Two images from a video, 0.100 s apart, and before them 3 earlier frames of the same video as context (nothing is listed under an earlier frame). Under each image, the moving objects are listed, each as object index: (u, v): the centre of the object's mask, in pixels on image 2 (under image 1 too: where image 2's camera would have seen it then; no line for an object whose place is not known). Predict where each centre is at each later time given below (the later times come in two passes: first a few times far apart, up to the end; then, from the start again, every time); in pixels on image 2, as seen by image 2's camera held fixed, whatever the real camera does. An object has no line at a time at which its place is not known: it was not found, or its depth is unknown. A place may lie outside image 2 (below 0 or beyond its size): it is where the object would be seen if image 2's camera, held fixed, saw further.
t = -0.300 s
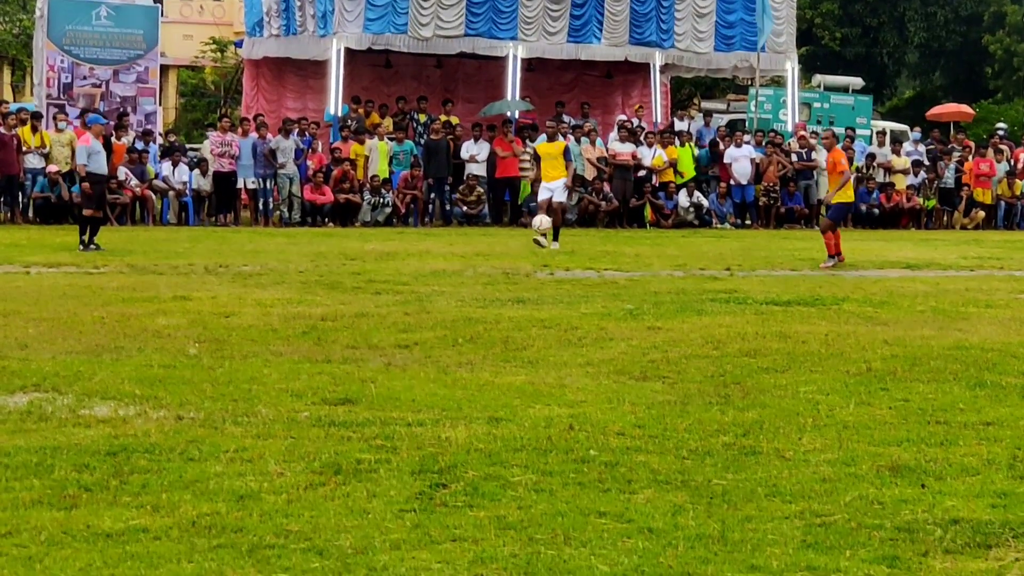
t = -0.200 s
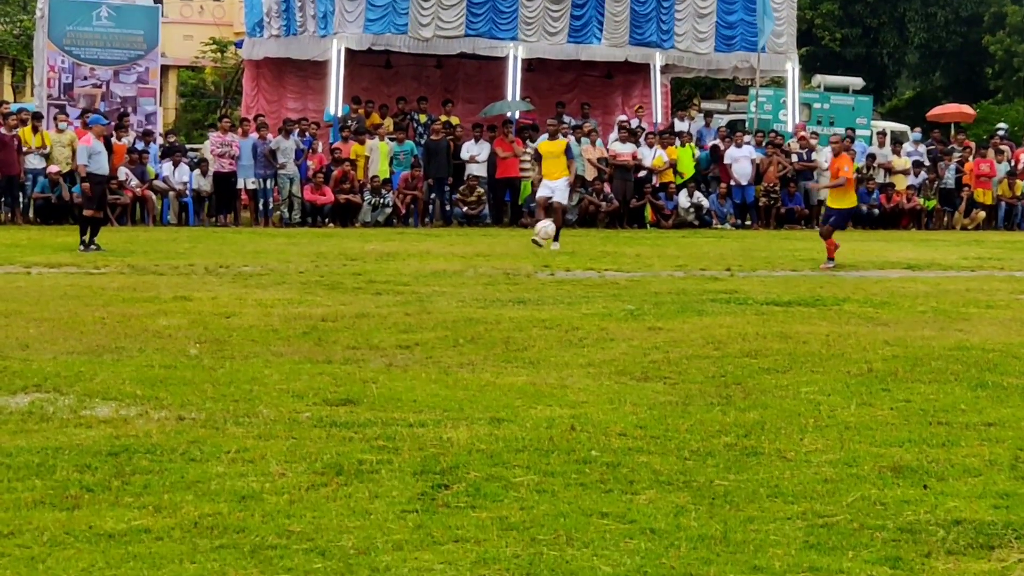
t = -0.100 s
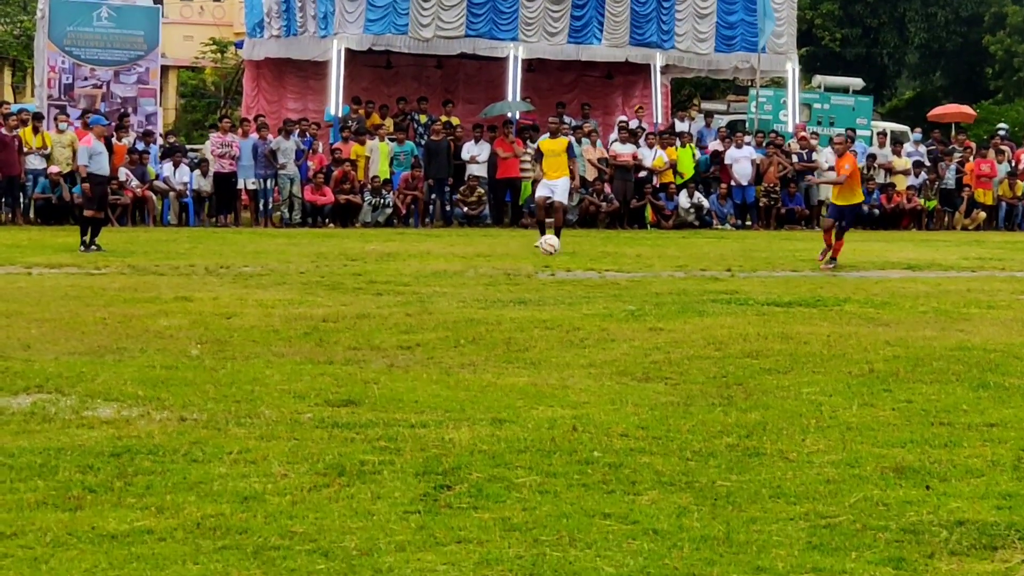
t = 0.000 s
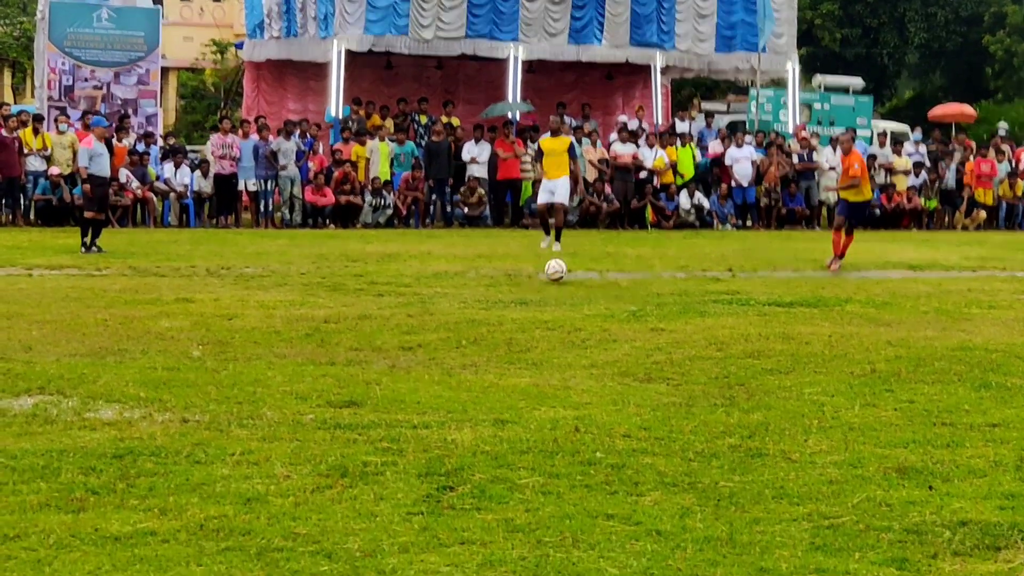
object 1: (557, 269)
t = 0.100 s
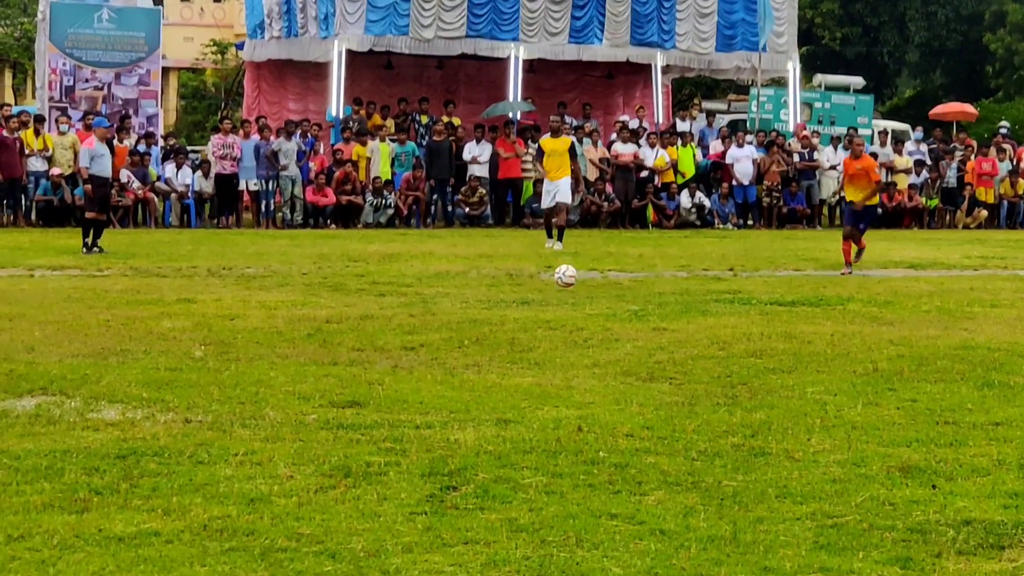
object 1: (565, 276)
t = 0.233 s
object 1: (579, 287)
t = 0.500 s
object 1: (607, 302)
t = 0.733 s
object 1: (637, 326)
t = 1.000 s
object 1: (679, 349)
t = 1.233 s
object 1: (711, 366)
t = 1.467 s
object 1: (746, 385)
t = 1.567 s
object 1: (760, 393)
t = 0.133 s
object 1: (569, 277)
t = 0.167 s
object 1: (572, 279)
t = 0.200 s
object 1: (575, 283)
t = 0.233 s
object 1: (579, 287)
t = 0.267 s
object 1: (583, 292)
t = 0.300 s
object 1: (586, 294)
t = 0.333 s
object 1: (590, 295)
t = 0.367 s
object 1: (593, 297)
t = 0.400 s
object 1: (597, 299)
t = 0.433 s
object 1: (600, 300)
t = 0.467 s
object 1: (604, 301)
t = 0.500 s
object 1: (607, 302)
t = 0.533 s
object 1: (611, 305)
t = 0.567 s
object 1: (615, 310)
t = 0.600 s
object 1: (619, 315)
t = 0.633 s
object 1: (624, 318)
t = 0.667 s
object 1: (628, 321)
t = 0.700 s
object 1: (633, 323)
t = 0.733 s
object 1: (637, 326)
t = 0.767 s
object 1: (641, 330)
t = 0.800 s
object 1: (646, 332)
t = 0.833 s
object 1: (651, 335)
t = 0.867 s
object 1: (655, 338)
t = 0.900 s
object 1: (665, 343)
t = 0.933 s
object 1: (670, 345)
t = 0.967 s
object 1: (674, 348)
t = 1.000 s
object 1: (679, 349)
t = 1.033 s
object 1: (683, 350)
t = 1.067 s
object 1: (687, 353)
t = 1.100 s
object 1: (692, 358)
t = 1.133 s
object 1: (697, 360)
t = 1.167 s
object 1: (701, 360)
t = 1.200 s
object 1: (706, 362)
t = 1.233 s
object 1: (711, 366)
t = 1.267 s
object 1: (715, 371)
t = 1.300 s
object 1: (720, 372)
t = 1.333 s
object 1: (726, 375)
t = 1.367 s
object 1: (732, 379)
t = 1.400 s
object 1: (737, 383)
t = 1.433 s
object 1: (742, 385)
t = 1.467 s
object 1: (746, 385)
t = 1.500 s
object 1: (751, 385)
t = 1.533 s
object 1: (756, 388)
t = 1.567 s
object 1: (760, 393)
